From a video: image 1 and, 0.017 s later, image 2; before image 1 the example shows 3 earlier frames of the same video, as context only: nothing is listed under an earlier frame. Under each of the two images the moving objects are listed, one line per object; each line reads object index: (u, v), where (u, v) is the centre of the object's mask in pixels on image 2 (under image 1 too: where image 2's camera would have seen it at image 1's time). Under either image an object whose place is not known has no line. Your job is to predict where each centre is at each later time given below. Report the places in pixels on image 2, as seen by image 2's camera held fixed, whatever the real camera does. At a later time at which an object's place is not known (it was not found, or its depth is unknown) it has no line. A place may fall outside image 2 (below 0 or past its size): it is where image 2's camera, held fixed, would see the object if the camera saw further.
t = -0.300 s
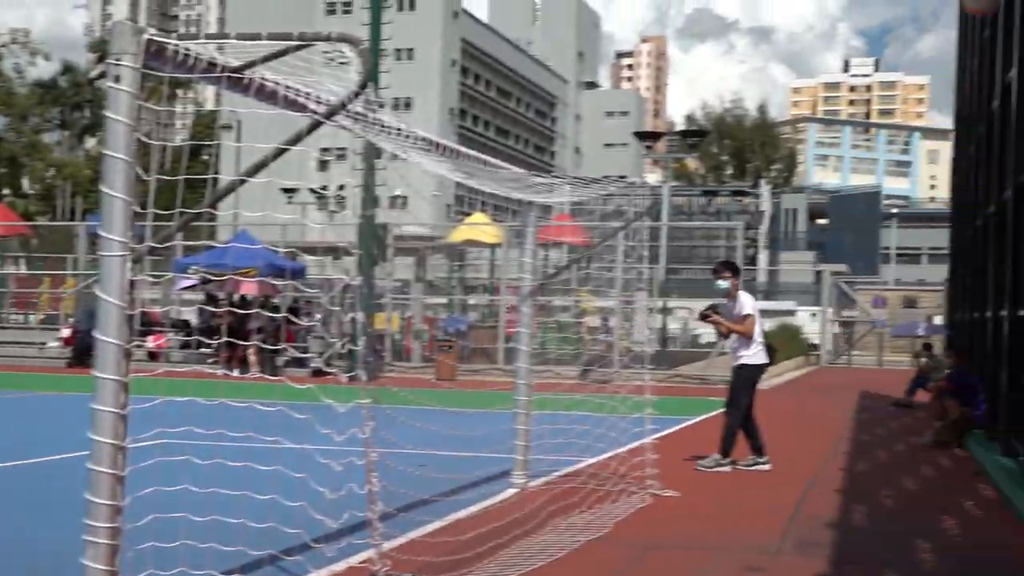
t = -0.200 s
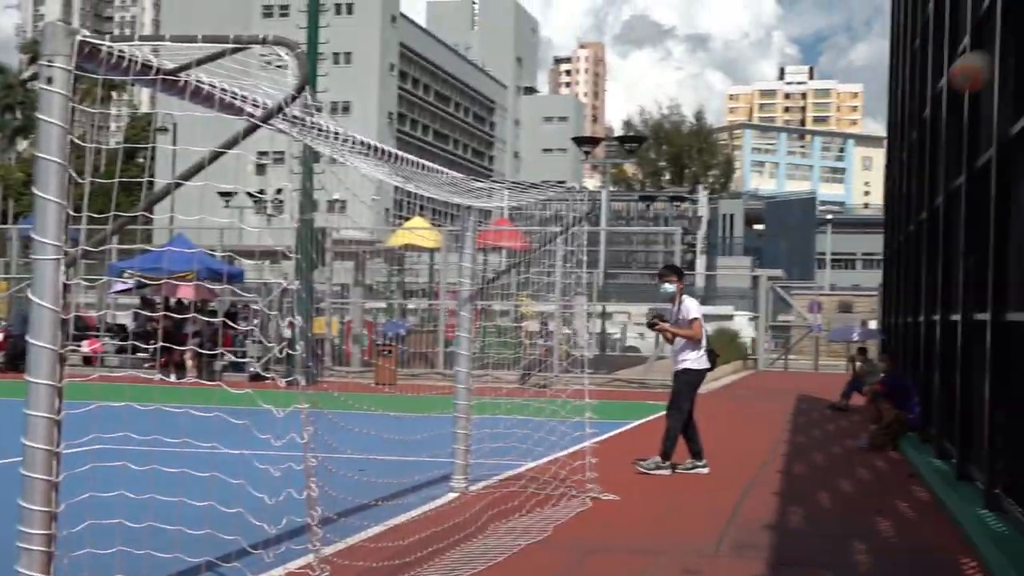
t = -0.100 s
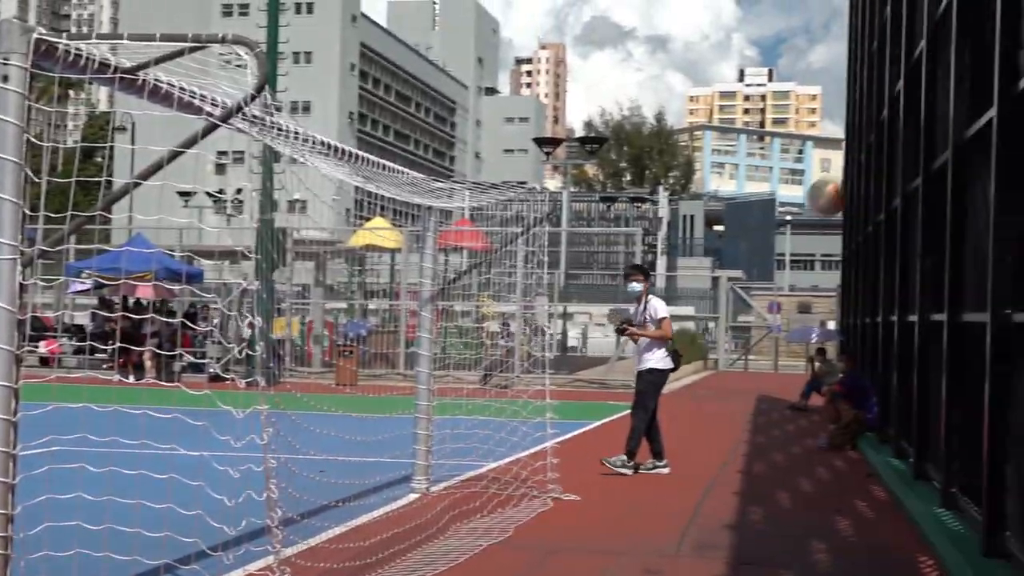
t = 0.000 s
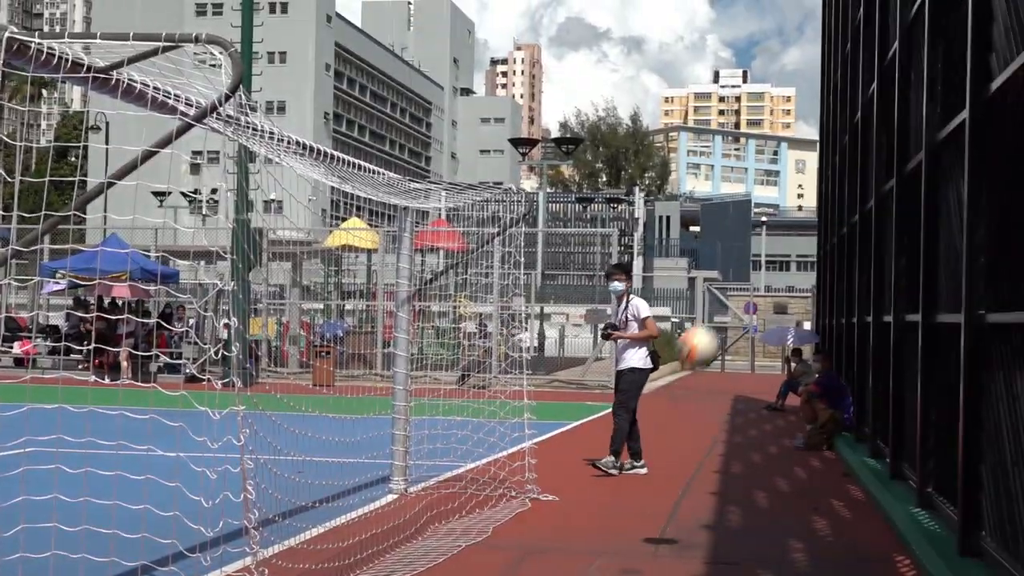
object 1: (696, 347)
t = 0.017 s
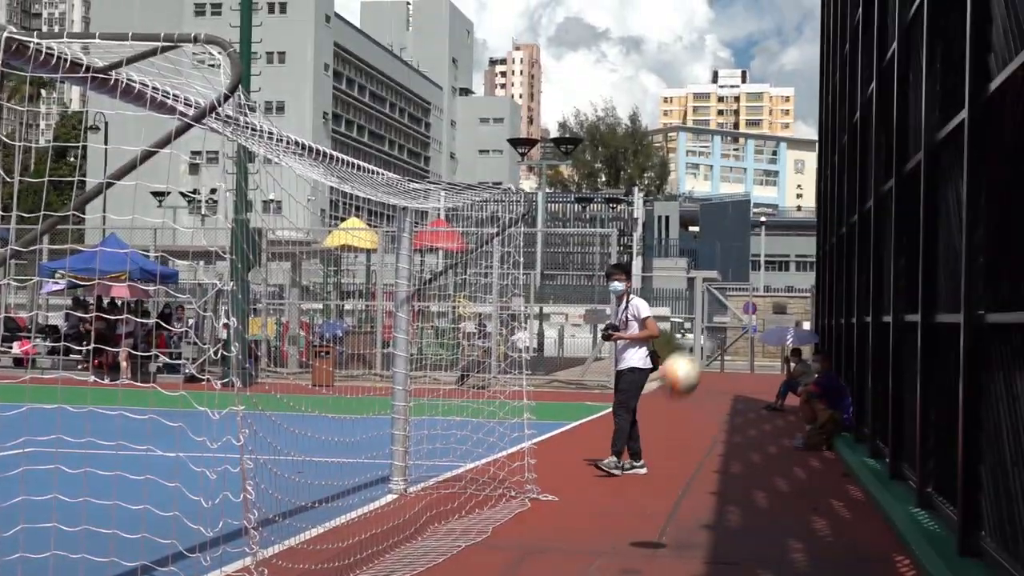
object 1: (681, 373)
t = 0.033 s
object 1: (661, 403)
